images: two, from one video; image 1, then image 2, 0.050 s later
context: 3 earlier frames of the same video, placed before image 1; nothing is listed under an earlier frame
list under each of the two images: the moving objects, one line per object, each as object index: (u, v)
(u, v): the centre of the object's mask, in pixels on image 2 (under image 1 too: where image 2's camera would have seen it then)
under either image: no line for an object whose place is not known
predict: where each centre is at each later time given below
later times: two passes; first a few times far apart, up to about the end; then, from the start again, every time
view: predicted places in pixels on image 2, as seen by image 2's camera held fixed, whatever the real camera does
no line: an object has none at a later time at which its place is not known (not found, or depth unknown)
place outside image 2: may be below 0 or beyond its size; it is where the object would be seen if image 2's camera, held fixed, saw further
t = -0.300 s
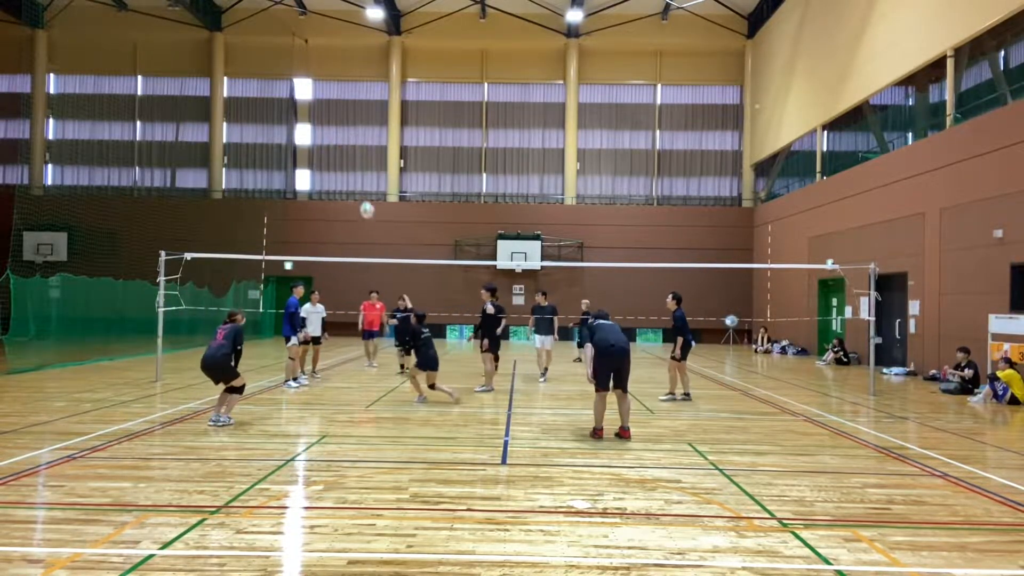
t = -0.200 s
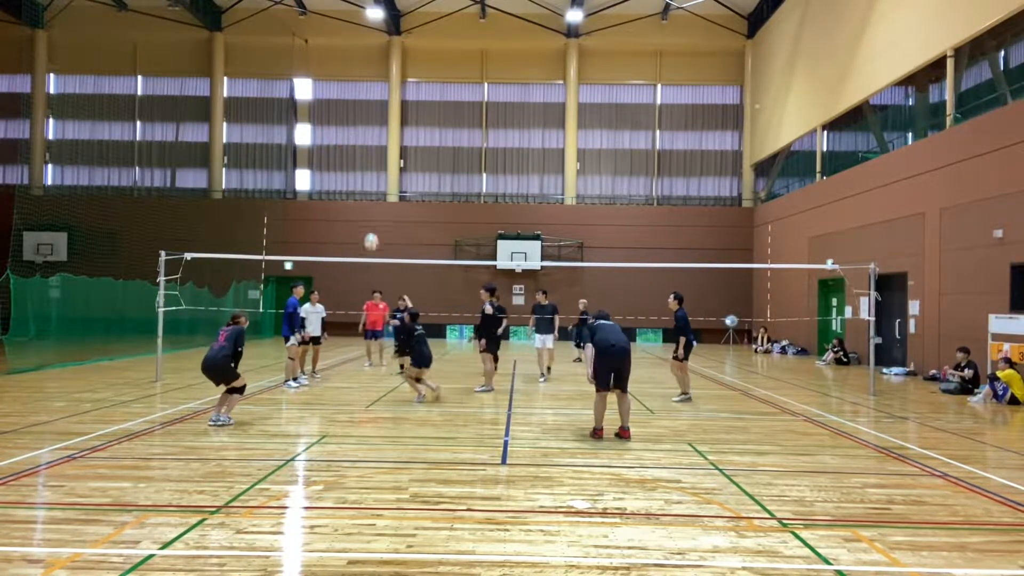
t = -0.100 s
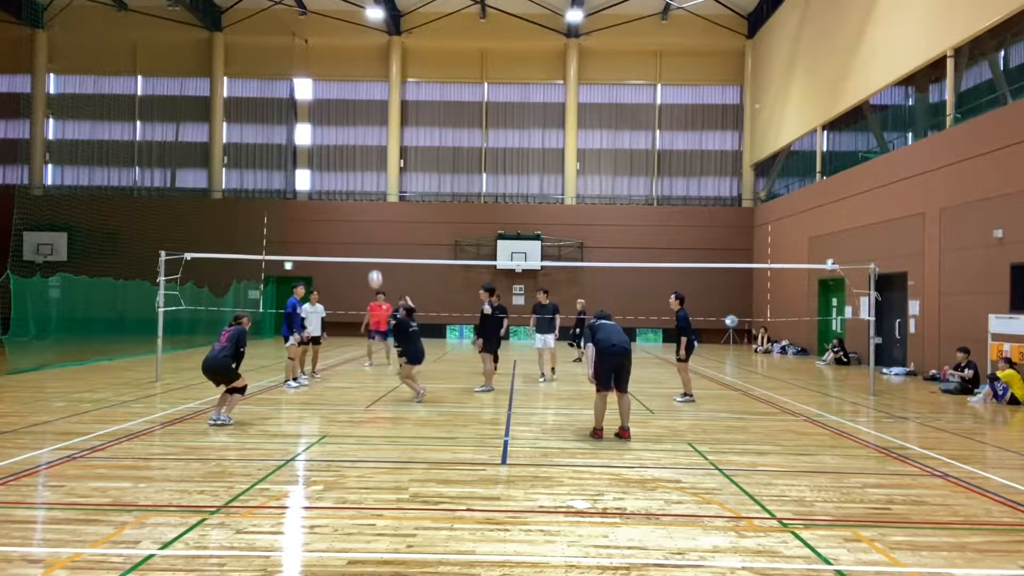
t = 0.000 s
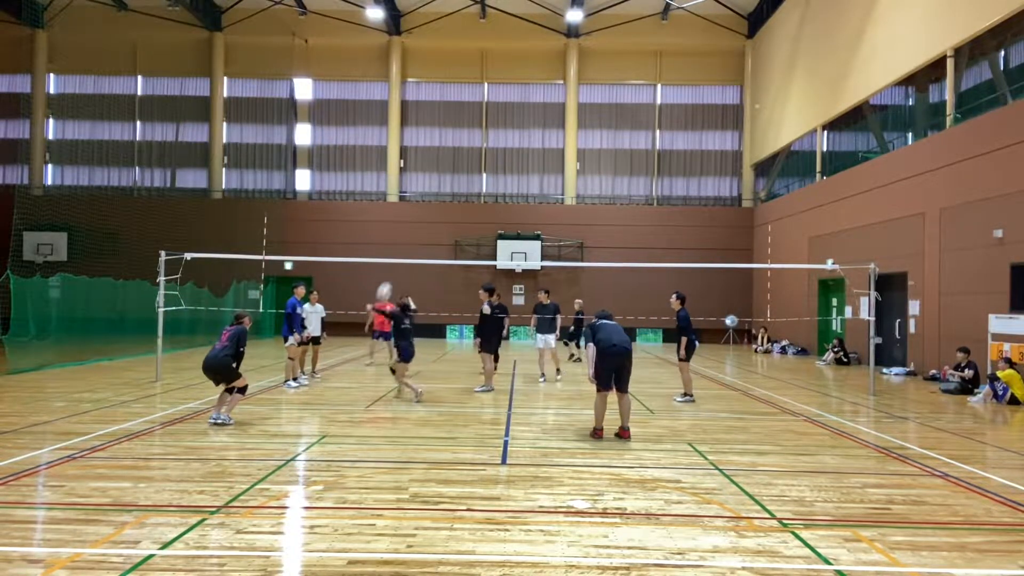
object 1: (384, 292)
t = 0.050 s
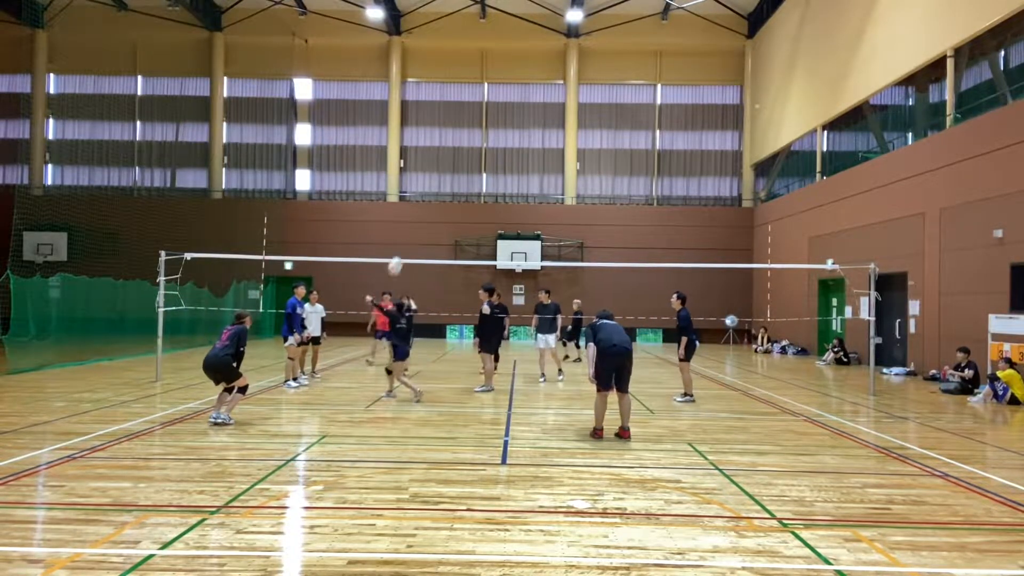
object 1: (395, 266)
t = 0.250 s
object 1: (437, 181)
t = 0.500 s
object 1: (485, 118)
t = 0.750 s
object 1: (531, 94)
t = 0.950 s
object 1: (564, 102)
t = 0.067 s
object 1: (399, 258)
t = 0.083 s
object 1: (402, 250)
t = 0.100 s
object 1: (405, 242)
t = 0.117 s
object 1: (409, 234)
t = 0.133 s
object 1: (412, 227)
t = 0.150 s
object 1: (416, 220)
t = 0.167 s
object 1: (419, 213)
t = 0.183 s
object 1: (422, 207)
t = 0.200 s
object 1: (426, 200)
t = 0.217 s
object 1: (429, 194)
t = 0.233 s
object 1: (432, 188)
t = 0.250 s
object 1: (437, 181)
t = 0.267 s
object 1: (440, 176)
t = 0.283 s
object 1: (443, 171)
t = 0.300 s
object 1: (446, 165)
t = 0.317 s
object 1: (449, 161)
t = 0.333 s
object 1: (452, 156)
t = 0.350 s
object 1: (456, 151)
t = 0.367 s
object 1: (460, 146)
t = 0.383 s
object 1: (463, 142)
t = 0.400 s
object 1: (466, 138)
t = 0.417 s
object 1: (469, 134)
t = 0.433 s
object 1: (472, 130)
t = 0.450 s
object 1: (475, 127)
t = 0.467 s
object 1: (479, 124)
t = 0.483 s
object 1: (482, 120)
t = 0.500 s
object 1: (485, 118)
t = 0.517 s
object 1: (488, 115)
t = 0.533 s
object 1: (491, 112)
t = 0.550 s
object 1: (494, 110)
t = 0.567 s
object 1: (497, 108)
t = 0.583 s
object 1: (500, 106)
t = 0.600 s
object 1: (503, 104)
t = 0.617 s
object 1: (506, 102)
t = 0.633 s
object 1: (510, 101)
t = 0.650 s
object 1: (513, 99)
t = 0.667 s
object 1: (516, 98)
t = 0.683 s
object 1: (519, 97)
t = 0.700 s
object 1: (522, 96)
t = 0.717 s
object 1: (524, 95)
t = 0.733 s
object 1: (527, 95)
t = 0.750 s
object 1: (531, 94)
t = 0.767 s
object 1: (533, 94)
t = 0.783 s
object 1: (537, 95)
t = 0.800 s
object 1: (540, 94)
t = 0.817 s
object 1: (542, 95)
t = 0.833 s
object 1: (546, 95)
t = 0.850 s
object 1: (549, 95)
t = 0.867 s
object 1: (551, 96)
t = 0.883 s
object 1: (554, 98)
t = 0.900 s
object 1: (557, 98)
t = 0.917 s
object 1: (559, 100)
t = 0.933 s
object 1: (561, 101)
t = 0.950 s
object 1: (564, 102)
